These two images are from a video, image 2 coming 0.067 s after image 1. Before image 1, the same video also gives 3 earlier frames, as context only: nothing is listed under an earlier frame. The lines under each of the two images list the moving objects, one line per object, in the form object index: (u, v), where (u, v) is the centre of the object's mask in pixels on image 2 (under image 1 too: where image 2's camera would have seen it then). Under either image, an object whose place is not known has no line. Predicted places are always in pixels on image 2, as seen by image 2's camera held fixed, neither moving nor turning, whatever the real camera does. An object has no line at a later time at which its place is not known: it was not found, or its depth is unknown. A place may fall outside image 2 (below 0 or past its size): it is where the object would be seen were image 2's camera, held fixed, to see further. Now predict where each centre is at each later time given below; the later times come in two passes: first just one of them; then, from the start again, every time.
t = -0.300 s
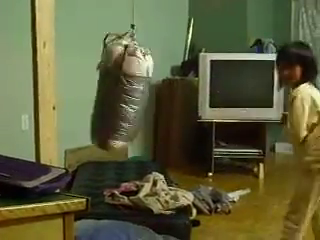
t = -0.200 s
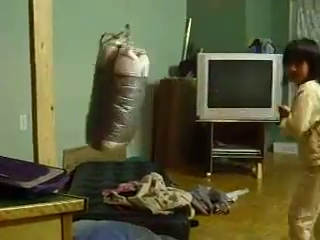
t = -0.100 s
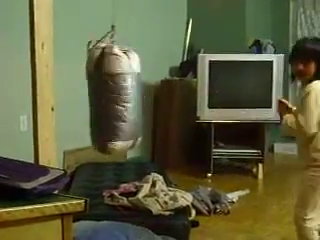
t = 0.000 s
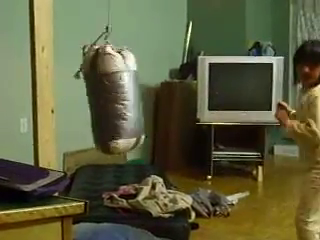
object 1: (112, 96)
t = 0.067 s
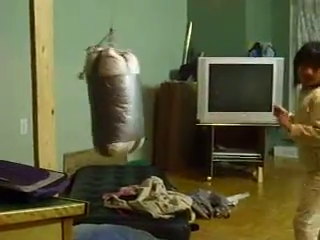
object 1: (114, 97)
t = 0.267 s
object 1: (122, 96)
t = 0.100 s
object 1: (115, 98)
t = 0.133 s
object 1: (117, 98)
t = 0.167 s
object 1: (118, 97)
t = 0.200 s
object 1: (119, 97)
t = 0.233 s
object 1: (121, 96)
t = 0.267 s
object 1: (122, 96)
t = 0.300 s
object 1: (123, 96)
